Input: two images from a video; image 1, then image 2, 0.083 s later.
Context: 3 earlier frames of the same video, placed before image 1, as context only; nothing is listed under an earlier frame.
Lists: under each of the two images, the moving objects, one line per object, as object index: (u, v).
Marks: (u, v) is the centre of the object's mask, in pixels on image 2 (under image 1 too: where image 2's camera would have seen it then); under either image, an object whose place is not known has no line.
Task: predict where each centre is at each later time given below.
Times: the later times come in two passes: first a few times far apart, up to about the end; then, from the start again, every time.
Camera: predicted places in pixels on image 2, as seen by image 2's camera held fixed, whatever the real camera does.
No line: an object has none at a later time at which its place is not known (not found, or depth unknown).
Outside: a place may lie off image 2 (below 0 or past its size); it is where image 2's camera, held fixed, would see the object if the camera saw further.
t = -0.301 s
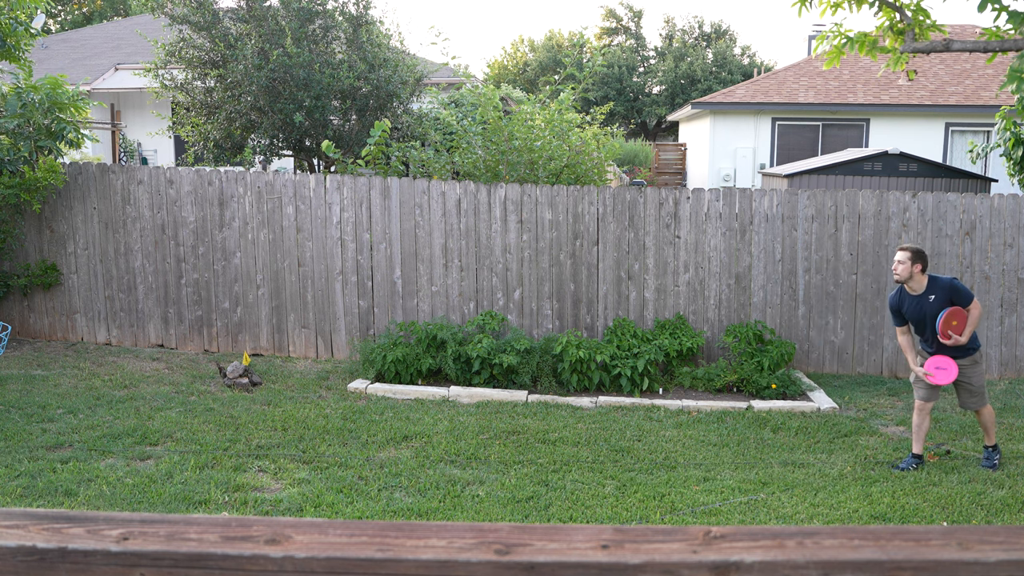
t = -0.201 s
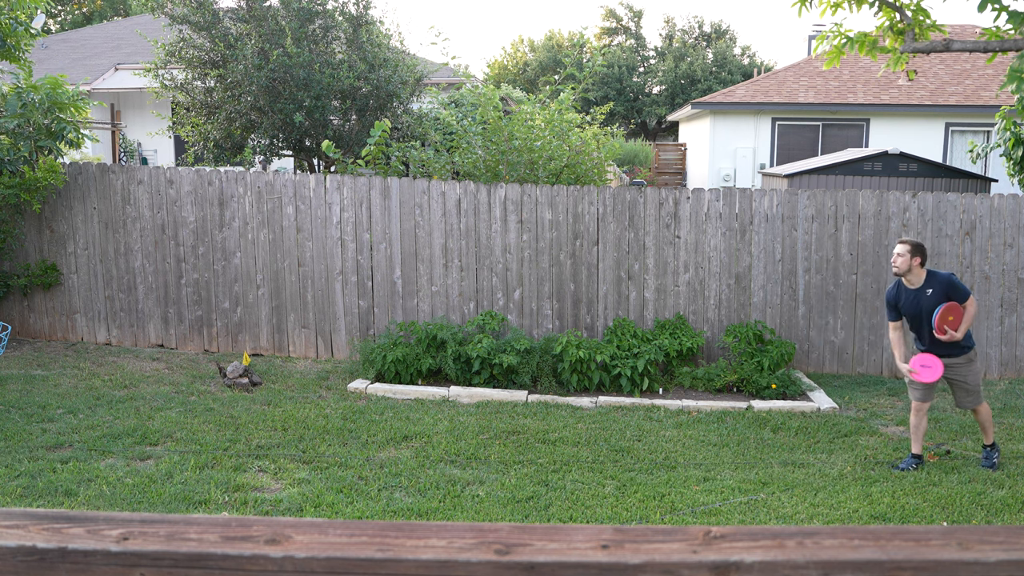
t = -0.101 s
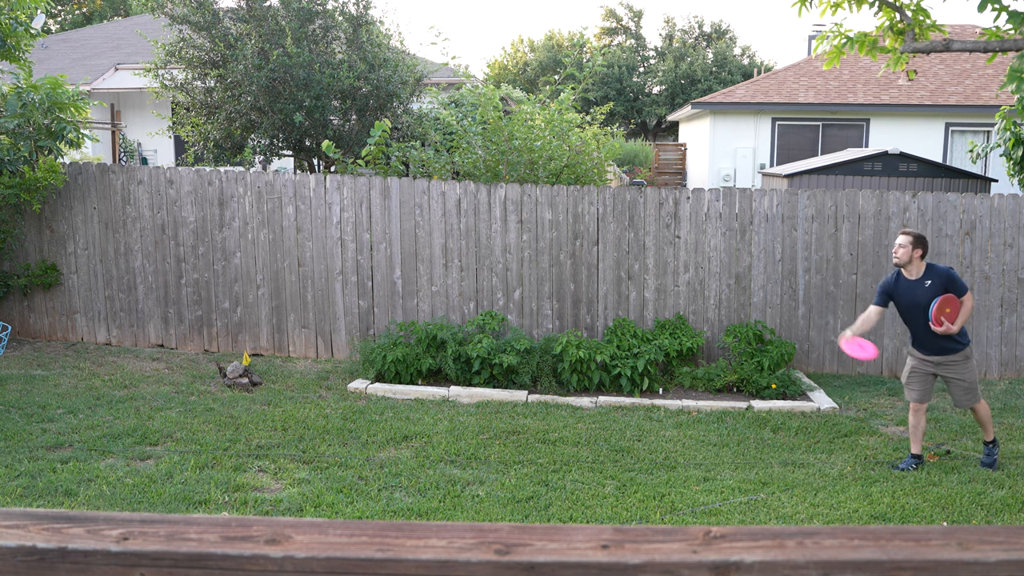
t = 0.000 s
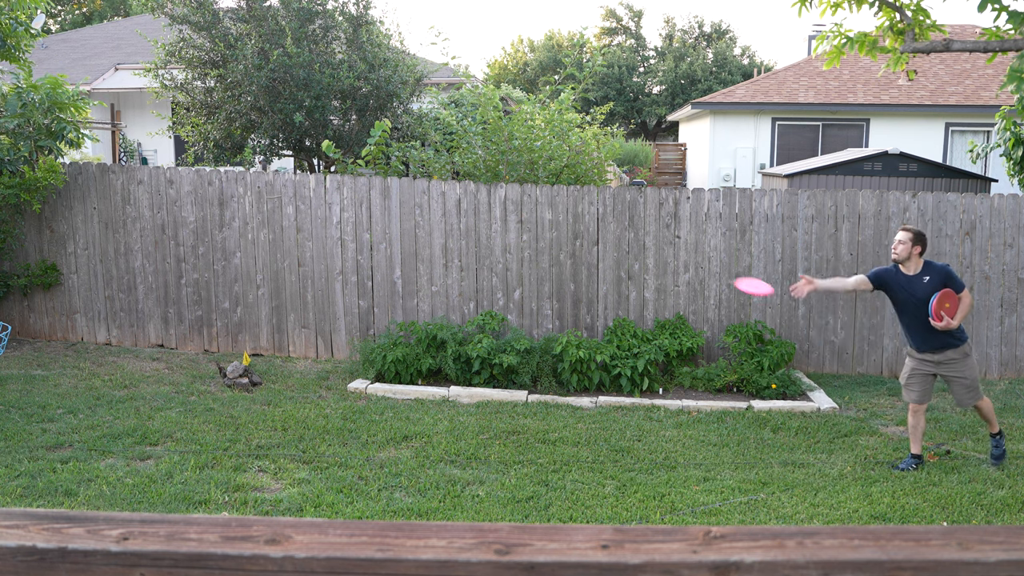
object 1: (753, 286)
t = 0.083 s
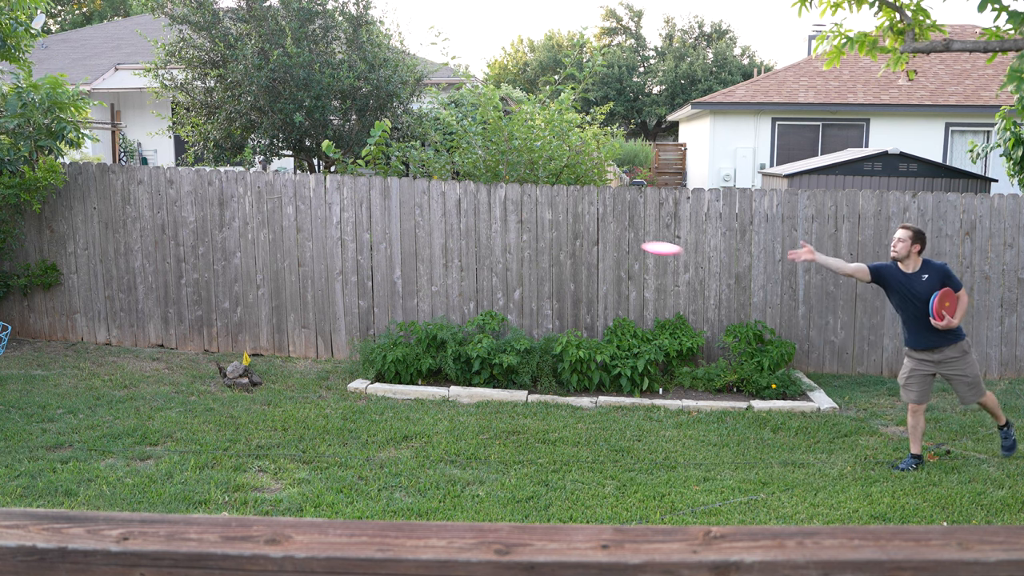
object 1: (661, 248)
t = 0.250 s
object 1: (471, 210)
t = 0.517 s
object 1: (176, 240)
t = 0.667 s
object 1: (22, 289)
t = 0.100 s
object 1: (642, 242)
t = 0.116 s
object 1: (623, 236)
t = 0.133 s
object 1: (604, 231)
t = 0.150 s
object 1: (586, 227)
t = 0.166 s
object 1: (567, 223)
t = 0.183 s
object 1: (547, 219)
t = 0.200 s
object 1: (528, 216)
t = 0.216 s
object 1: (509, 214)
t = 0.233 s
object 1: (490, 212)
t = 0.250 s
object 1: (471, 210)
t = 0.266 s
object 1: (452, 209)
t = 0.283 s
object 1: (433, 208)
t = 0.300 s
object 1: (414, 208)
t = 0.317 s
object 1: (395, 208)
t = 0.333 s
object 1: (376, 209)
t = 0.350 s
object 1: (357, 210)
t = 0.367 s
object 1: (339, 211)
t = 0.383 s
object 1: (320, 213)
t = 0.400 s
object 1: (302, 215)
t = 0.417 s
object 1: (284, 218)
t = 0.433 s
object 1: (265, 221)
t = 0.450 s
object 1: (247, 224)
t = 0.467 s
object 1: (229, 227)
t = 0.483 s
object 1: (211, 231)
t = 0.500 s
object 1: (194, 235)
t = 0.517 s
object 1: (176, 240)
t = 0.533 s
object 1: (159, 244)
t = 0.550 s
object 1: (141, 249)
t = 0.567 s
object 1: (124, 254)
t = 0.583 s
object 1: (106, 260)
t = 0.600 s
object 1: (90, 266)
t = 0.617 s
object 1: (72, 271)
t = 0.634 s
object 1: (56, 277)
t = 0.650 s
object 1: (39, 283)
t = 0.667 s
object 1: (22, 289)
